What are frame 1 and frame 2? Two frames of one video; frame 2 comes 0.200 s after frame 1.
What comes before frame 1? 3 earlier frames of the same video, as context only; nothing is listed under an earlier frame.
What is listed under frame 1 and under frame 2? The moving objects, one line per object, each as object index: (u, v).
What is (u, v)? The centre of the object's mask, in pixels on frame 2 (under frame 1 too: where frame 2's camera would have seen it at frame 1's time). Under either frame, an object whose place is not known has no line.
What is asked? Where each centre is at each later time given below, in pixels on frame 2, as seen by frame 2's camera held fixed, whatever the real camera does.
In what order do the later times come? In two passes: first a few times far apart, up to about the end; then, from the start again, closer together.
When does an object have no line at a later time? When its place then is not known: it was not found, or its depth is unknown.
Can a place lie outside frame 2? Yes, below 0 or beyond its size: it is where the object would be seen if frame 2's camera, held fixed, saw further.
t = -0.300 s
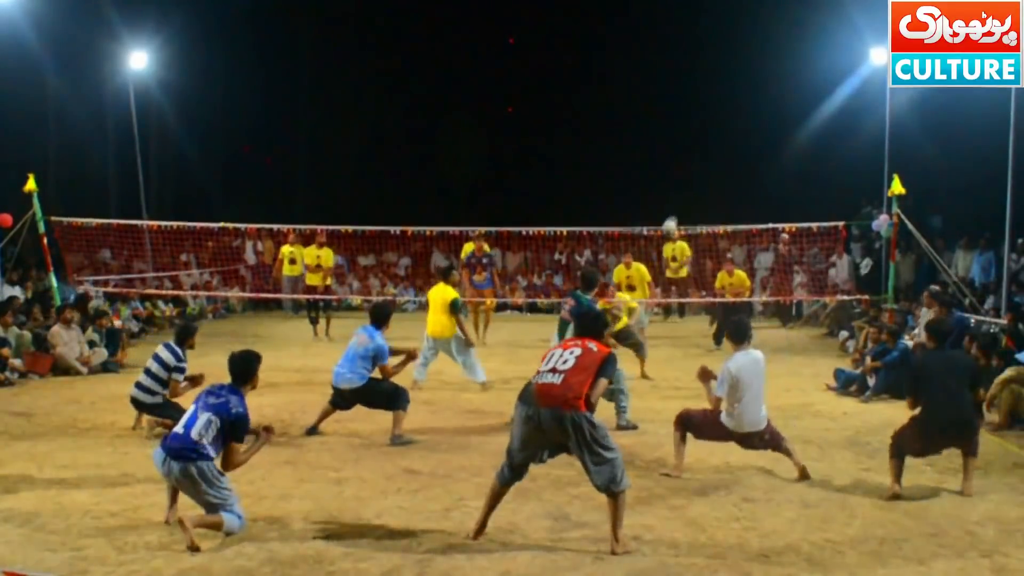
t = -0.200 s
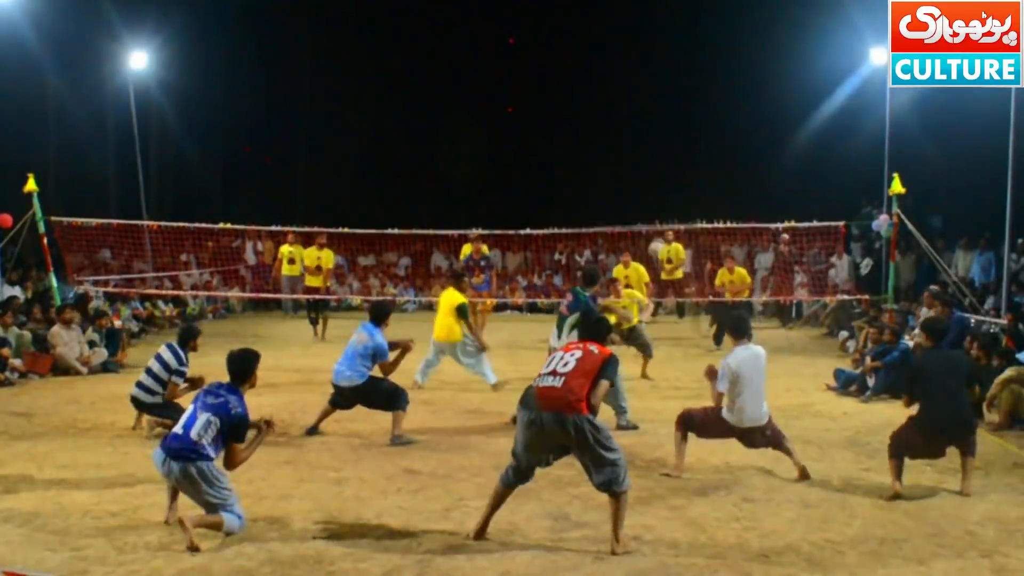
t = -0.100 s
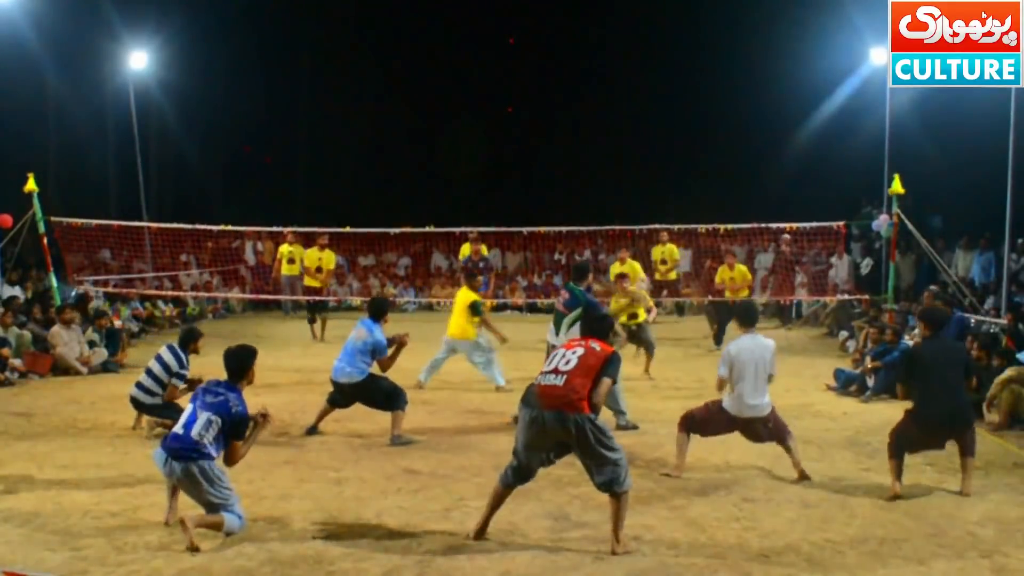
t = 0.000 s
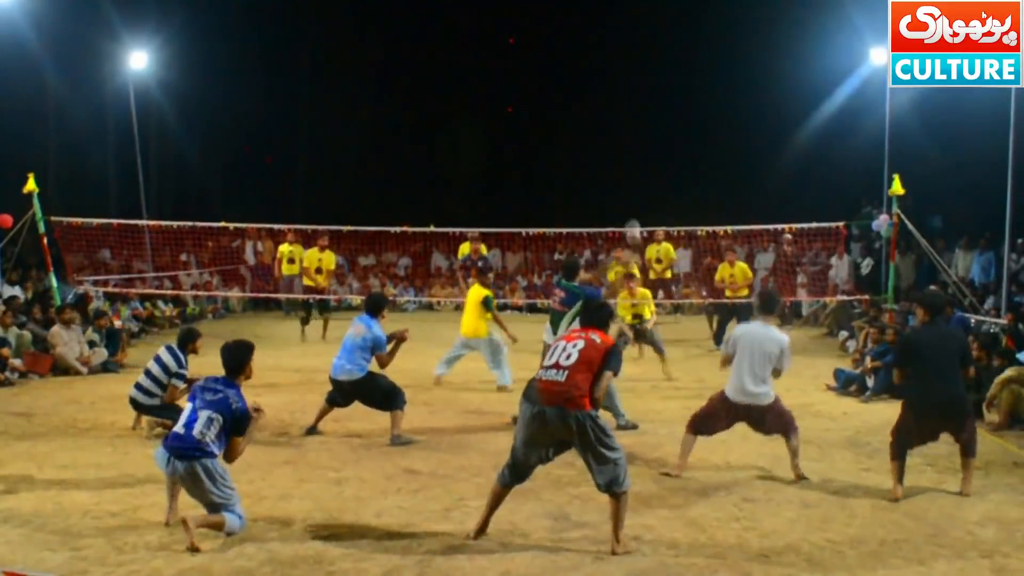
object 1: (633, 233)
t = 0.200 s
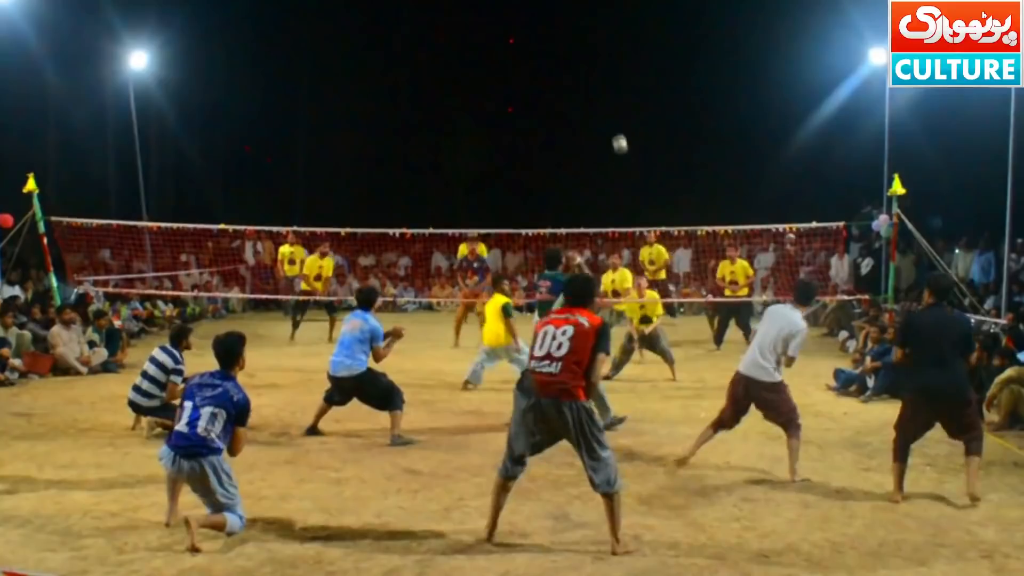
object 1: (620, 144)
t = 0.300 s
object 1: (614, 118)
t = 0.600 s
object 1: (596, 99)
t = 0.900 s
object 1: (580, 144)
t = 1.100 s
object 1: (570, 199)
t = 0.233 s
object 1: (617, 134)
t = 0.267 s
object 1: (616, 126)
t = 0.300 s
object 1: (614, 118)
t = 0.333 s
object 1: (612, 112)
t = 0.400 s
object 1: (608, 103)
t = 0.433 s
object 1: (606, 101)
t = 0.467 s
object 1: (604, 98)
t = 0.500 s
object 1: (602, 97)
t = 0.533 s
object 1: (600, 97)
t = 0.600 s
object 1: (596, 99)
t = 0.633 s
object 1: (594, 102)
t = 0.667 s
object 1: (592, 105)
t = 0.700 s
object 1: (590, 108)
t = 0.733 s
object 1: (589, 113)
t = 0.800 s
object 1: (585, 123)
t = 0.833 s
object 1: (583, 130)
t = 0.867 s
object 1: (582, 137)
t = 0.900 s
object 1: (580, 144)
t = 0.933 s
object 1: (578, 152)
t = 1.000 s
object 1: (575, 170)
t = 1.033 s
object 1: (573, 179)
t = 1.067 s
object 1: (572, 189)
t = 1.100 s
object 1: (570, 199)
